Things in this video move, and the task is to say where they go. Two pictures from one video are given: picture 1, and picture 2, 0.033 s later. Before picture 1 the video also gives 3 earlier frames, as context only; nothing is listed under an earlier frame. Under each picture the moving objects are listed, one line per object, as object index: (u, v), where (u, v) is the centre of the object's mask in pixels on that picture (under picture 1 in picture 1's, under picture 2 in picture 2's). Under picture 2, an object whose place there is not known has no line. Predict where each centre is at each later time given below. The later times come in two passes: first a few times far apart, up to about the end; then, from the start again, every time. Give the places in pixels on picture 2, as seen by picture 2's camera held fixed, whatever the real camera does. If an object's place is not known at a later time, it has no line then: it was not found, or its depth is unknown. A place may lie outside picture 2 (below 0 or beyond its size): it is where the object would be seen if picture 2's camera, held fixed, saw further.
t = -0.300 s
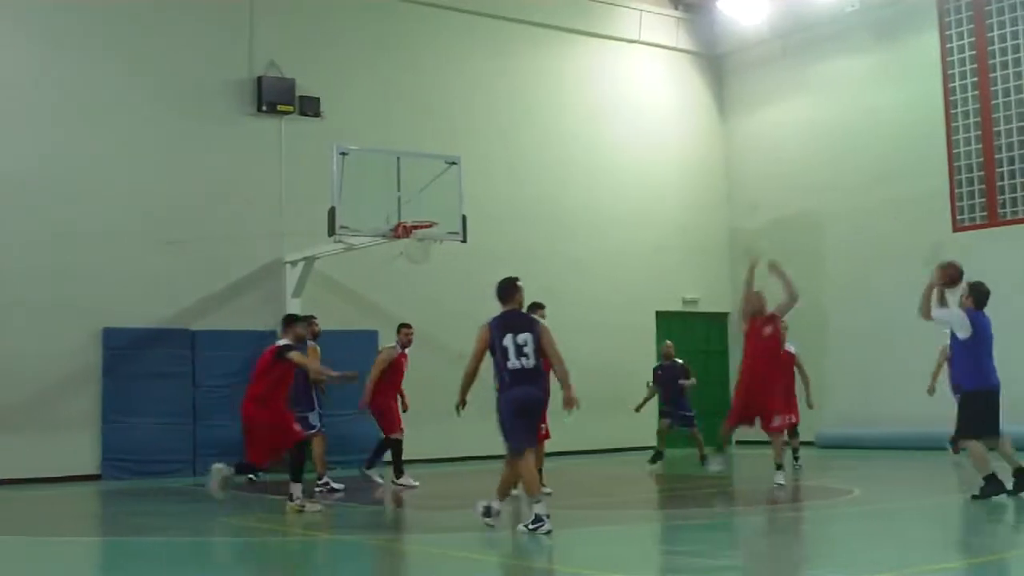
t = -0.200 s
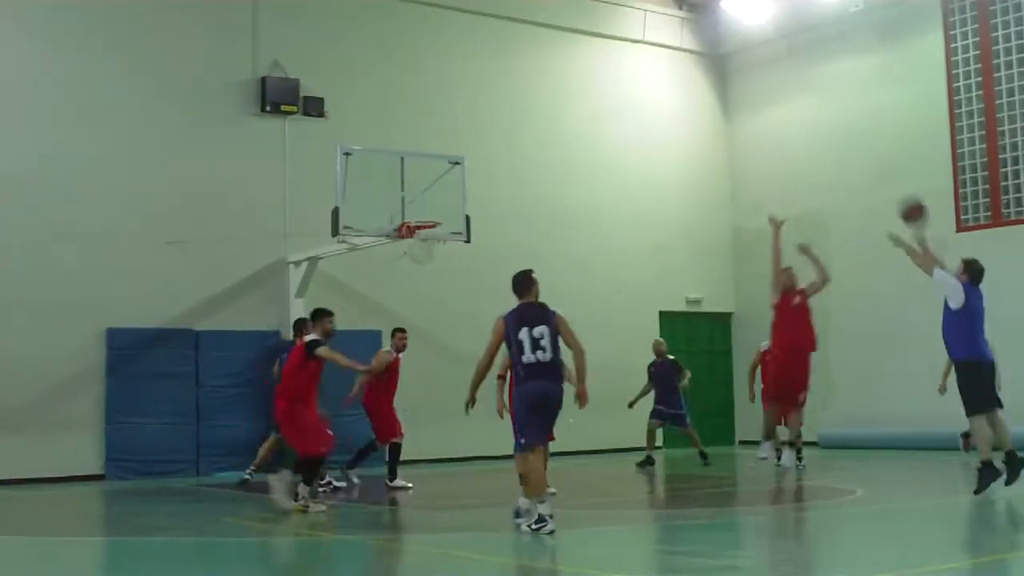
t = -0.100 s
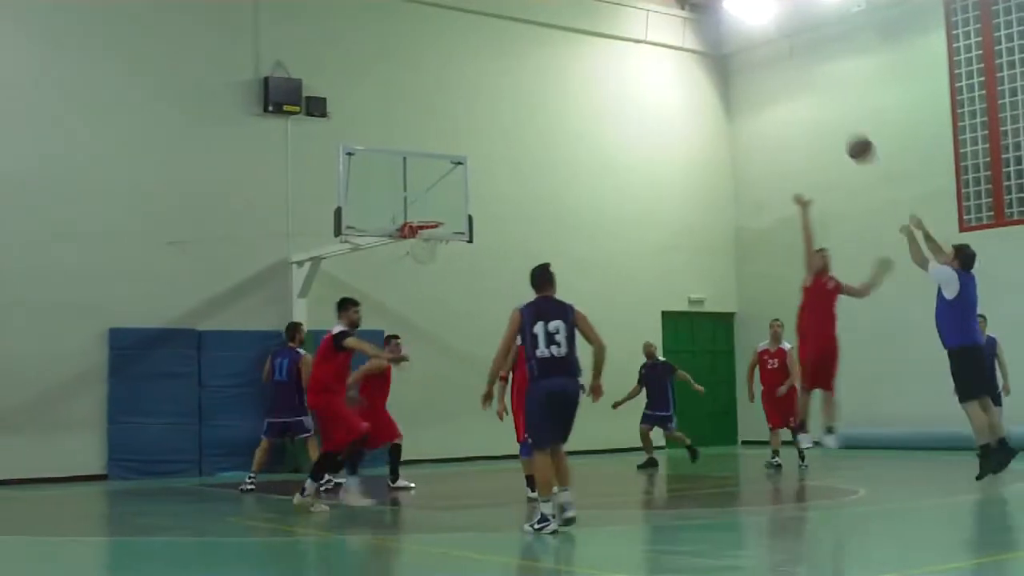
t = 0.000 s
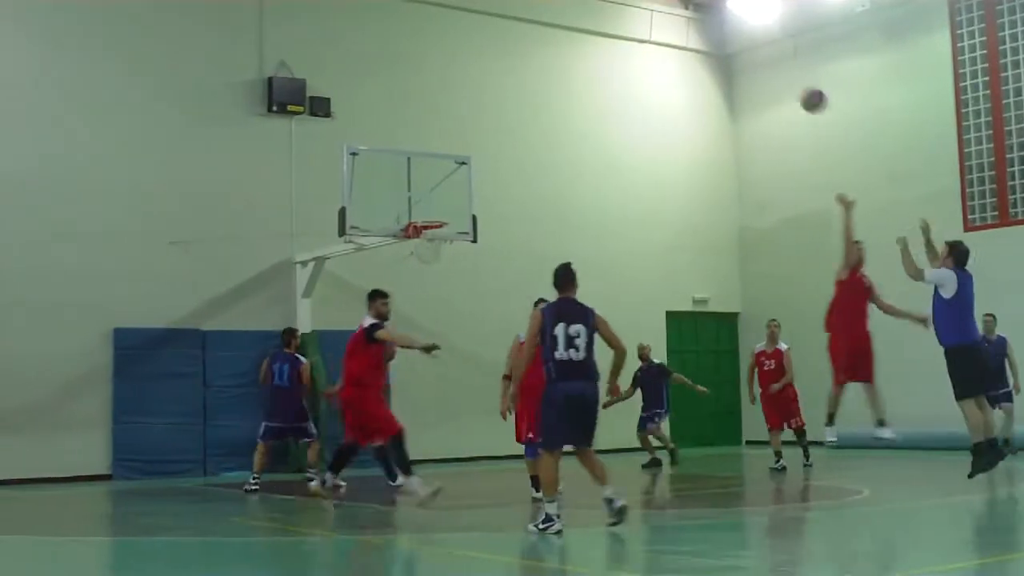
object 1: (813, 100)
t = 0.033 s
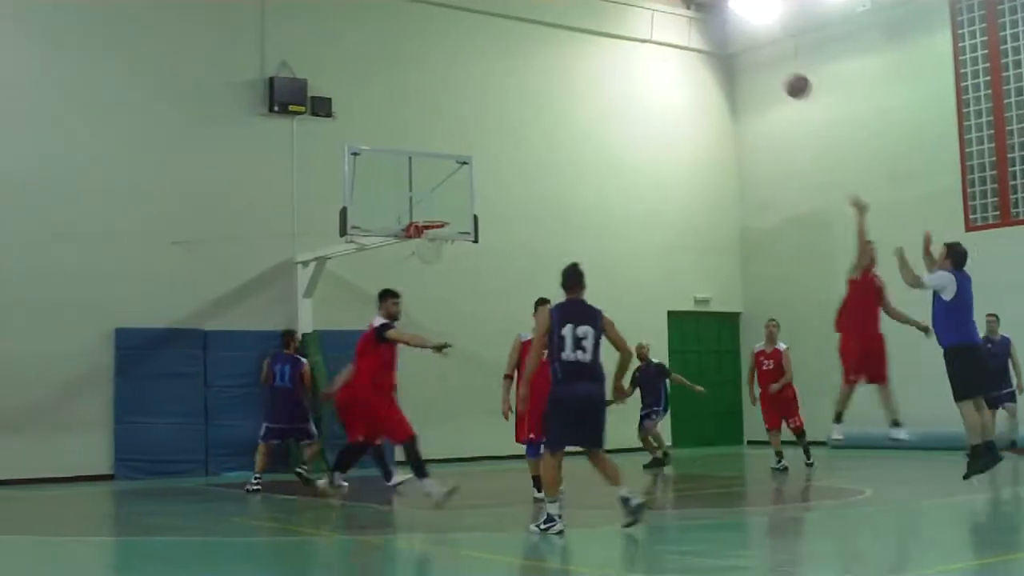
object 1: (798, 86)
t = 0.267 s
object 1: (693, 30)
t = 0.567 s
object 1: (584, 38)
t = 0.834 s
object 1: (501, 107)
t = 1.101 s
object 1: (429, 225)
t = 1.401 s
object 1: (428, 249)
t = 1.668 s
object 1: (441, 259)
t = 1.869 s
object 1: (450, 303)
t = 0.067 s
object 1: (781, 75)
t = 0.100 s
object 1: (764, 64)
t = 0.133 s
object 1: (750, 55)
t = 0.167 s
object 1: (735, 48)
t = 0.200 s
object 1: (721, 41)
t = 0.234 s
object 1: (705, 36)
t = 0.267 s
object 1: (693, 30)
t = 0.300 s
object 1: (680, 28)
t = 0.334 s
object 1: (667, 25)
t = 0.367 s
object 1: (654, 24)
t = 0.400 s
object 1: (642, 24)
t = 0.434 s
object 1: (630, 25)
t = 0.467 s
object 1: (618, 27)
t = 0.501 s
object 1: (607, 30)
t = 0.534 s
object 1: (595, 34)
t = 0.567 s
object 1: (584, 38)
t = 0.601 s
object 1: (573, 44)
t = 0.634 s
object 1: (562, 51)
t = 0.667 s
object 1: (551, 58)
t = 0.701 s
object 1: (541, 66)
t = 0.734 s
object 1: (530, 75)
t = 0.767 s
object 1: (521, 85)
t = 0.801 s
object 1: (511, 96)
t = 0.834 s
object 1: (501, 107)
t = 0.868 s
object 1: (492, 119)
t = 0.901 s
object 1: (482, 133)
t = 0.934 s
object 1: (473, 146)
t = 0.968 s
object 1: (464, 161)
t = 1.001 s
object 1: (455, 176)
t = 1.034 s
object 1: (447, 192)
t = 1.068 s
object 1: (438, 209)
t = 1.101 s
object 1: (429, 225)
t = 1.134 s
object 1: (421, 245)
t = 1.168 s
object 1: (416, 250)
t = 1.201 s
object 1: (415, 246)
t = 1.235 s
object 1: (416, 247)
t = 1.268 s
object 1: (418, 249)
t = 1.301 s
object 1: (421, 250)
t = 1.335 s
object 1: (423, 251)
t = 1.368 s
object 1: (426, 250)
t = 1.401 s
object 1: (428, 249)
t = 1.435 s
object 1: (431, 249)
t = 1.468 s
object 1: (433, 248)
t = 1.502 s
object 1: (434, 248)
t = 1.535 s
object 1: (436, 249)
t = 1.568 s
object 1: (436, 250)
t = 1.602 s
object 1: (438, 252)
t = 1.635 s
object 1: (440, 255)
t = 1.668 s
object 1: (441, 259)
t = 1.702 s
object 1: (443, 265)
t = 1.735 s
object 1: (444, 270)
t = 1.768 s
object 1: (446, 277)
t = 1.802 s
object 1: (448, 285)
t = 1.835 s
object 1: (449, 294)
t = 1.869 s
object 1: (450, 303)
